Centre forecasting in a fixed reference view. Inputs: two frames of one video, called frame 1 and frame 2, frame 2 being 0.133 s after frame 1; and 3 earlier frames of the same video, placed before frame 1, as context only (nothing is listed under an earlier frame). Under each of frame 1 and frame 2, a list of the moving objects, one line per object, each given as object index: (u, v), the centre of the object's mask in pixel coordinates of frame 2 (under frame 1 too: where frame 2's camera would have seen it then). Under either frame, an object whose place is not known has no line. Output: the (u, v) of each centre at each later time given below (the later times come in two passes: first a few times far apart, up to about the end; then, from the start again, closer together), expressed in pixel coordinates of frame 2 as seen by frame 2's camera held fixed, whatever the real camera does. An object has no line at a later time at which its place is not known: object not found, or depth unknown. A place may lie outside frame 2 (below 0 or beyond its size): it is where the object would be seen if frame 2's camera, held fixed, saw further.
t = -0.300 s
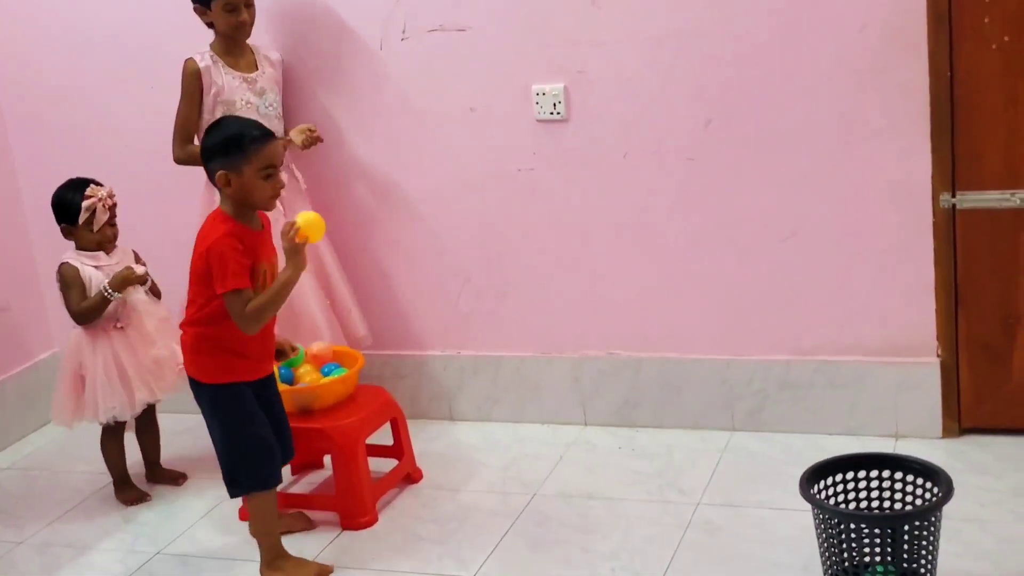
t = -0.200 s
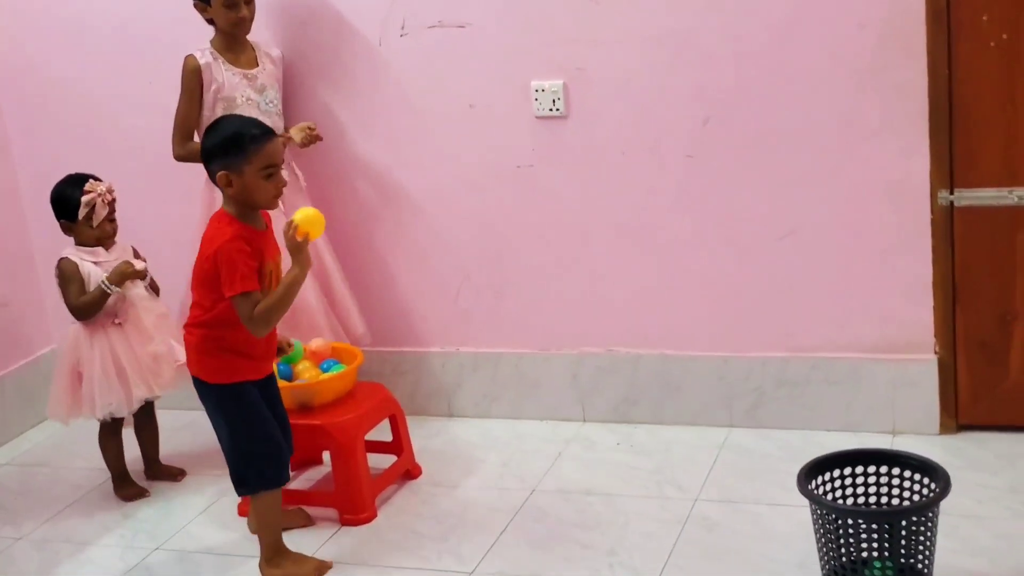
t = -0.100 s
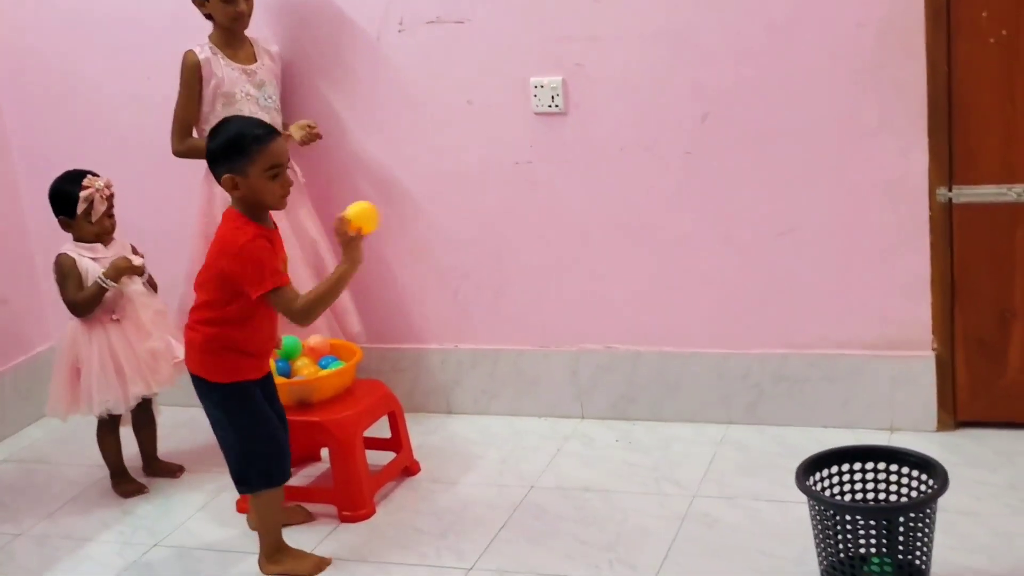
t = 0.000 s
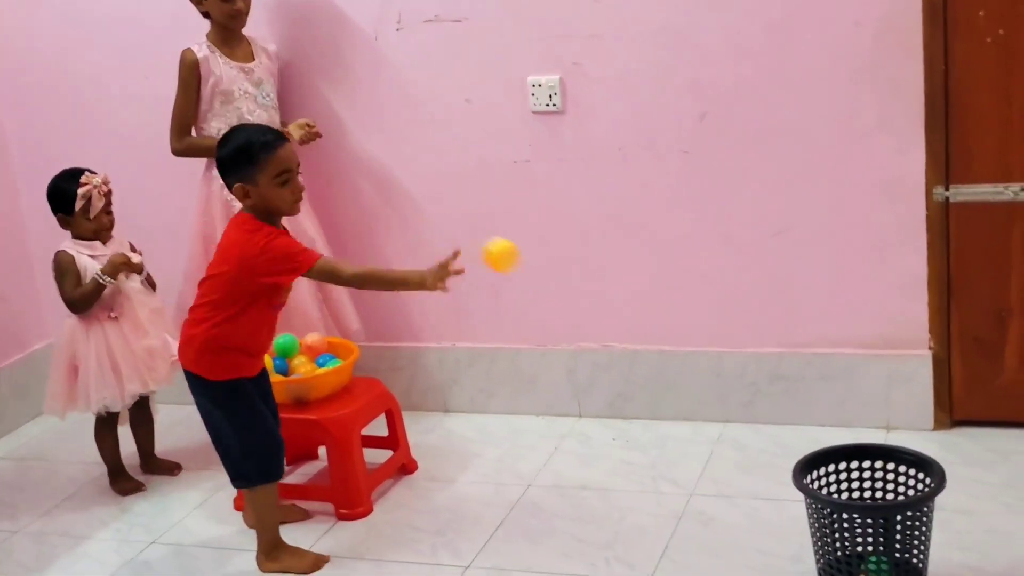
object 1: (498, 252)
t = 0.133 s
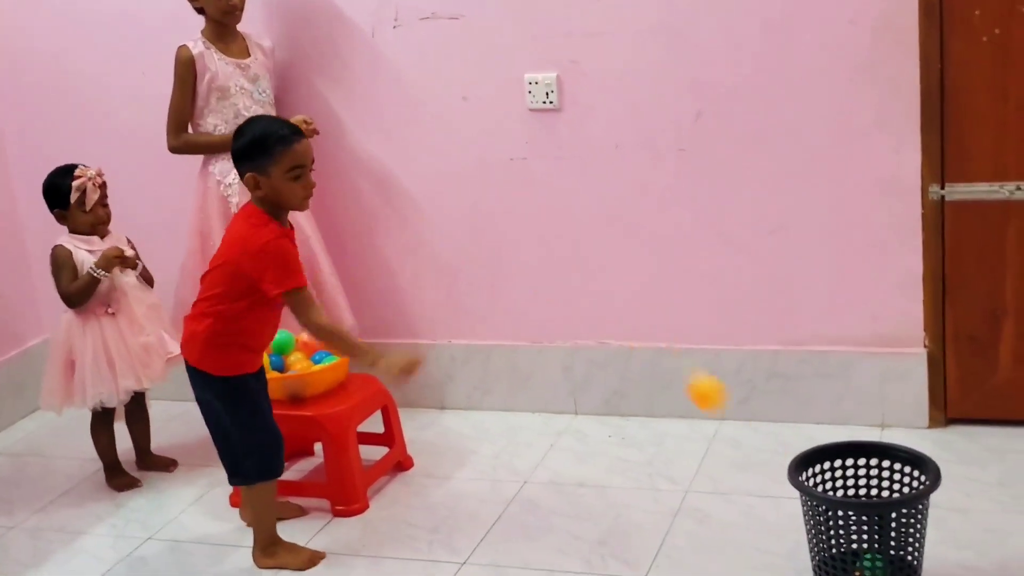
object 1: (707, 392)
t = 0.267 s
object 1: (813, 417)
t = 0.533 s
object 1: (898, 478)
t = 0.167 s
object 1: (763, 441)
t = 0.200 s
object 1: (798, 463)
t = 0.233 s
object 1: (806, 439)
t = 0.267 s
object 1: (813, 417)
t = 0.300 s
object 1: (822, 403)
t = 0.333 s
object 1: (831, 395)
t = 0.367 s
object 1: (841, 392)
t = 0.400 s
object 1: (850, 395)
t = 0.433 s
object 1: (861, 404)
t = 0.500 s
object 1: (884, 445)
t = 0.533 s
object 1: (898, 478)
